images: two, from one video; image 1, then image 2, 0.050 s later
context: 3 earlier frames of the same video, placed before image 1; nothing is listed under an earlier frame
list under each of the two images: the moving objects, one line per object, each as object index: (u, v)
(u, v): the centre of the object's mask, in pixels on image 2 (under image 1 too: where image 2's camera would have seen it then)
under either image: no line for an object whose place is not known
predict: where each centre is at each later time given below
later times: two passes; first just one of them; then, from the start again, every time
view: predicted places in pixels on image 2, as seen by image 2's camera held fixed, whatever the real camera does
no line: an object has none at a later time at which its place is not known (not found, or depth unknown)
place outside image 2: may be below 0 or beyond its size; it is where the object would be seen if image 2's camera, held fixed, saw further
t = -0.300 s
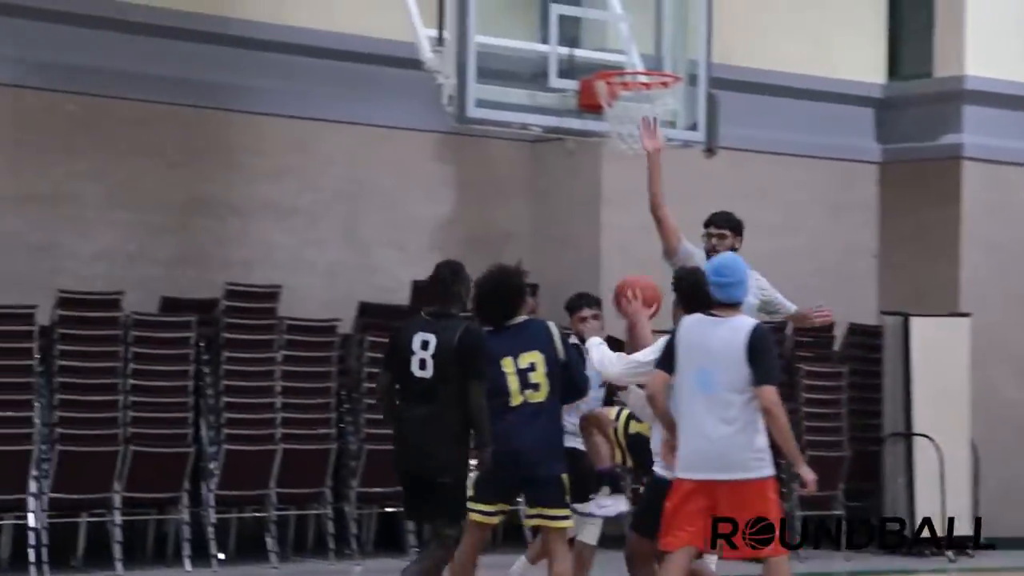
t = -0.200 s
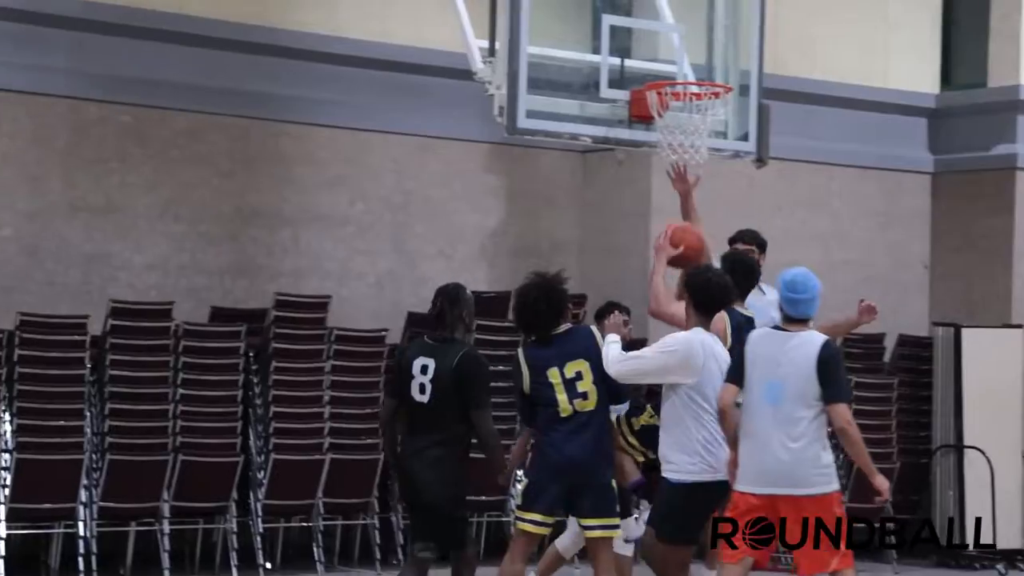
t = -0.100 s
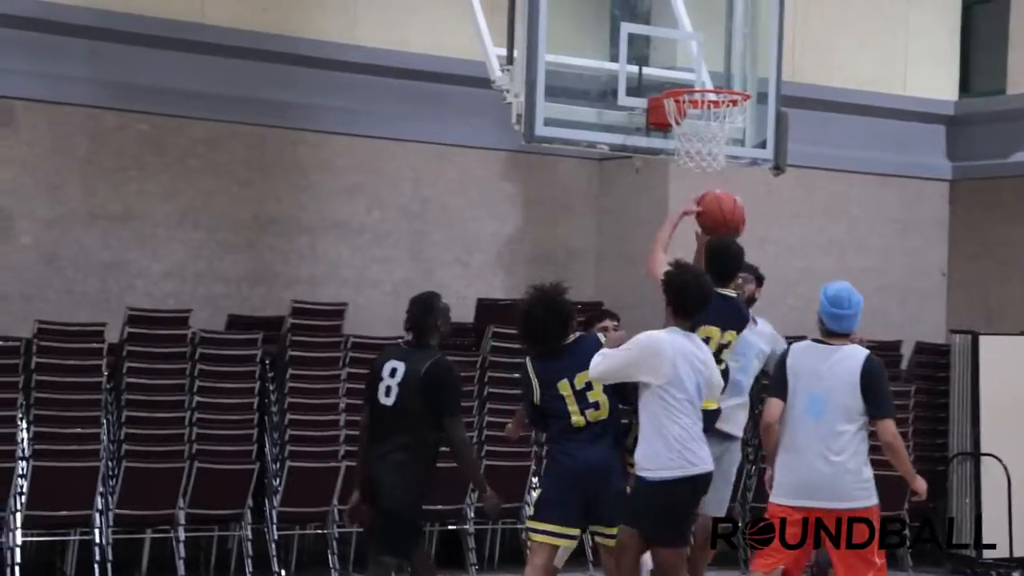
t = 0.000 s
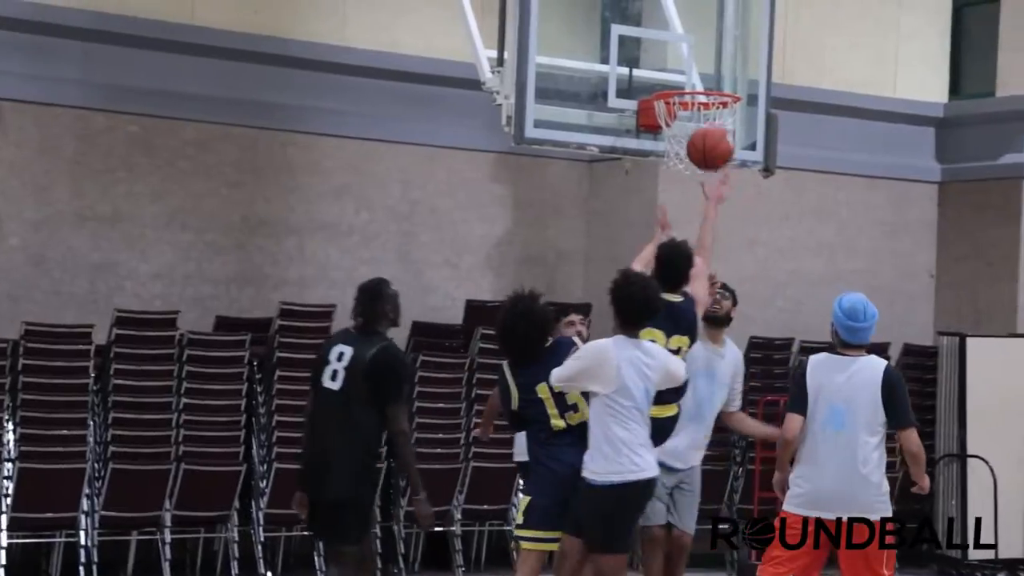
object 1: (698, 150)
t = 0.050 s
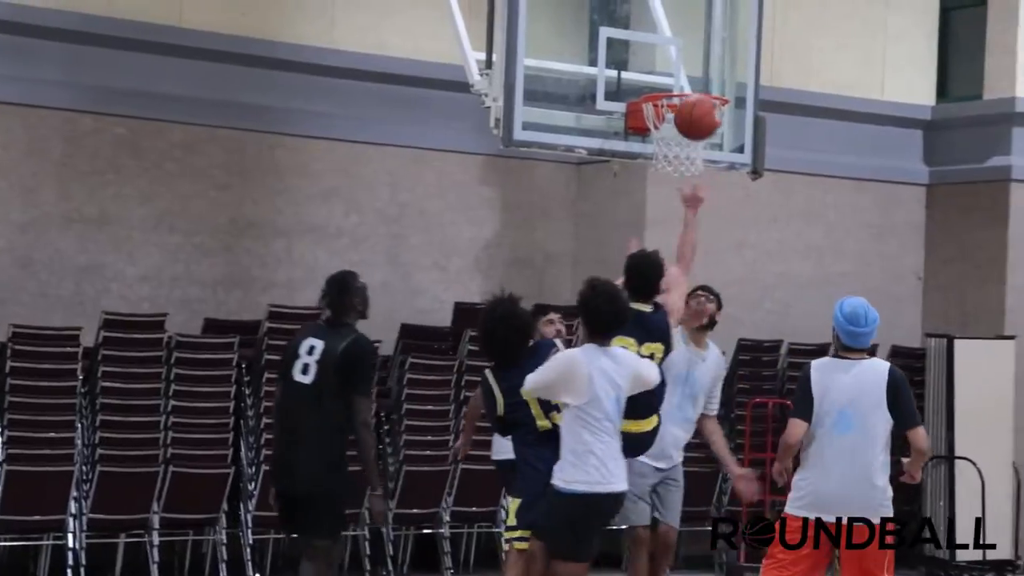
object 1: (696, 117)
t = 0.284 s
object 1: (692, 32)
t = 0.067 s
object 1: (697, 108)
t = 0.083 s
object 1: (697, 98)
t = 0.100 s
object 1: (697, 90)
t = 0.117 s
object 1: (697, 81)
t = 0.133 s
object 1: (696, 74)
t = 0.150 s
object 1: (696, 68)
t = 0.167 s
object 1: (695, 61)
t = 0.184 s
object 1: (694, 55)
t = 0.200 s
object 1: (694, 50)
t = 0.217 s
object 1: (694, 45)
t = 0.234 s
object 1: (693, 41)
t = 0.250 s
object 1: (693, 37)
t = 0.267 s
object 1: (692, 34)
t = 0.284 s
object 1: (692, 32)
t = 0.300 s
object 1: (691, 30)
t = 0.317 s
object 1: (690, 29)
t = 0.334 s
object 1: (689, 28)
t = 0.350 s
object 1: (689, 28)
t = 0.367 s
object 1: (688, 28)
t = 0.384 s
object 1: (687, 29)
